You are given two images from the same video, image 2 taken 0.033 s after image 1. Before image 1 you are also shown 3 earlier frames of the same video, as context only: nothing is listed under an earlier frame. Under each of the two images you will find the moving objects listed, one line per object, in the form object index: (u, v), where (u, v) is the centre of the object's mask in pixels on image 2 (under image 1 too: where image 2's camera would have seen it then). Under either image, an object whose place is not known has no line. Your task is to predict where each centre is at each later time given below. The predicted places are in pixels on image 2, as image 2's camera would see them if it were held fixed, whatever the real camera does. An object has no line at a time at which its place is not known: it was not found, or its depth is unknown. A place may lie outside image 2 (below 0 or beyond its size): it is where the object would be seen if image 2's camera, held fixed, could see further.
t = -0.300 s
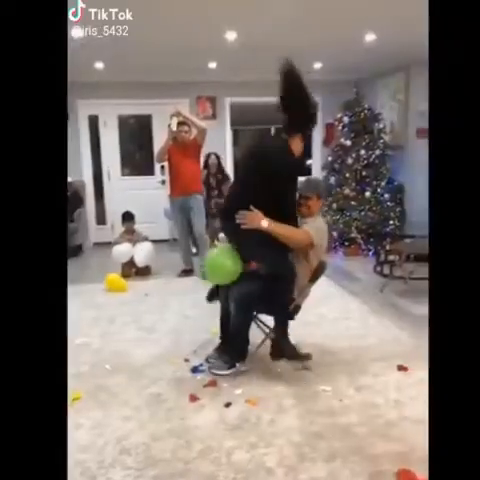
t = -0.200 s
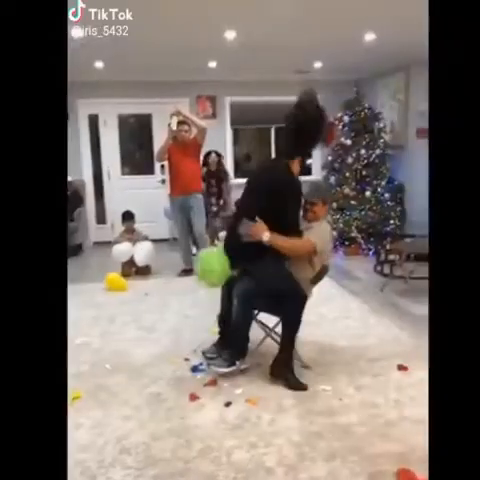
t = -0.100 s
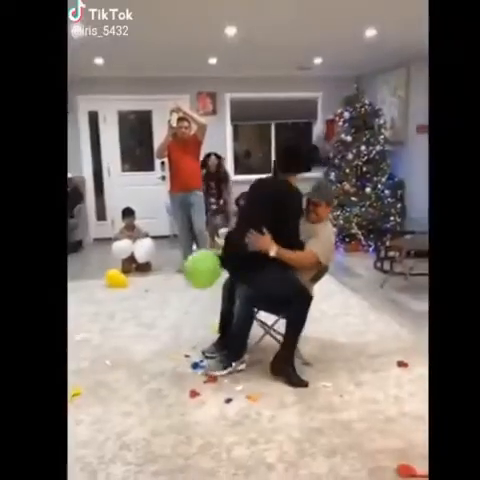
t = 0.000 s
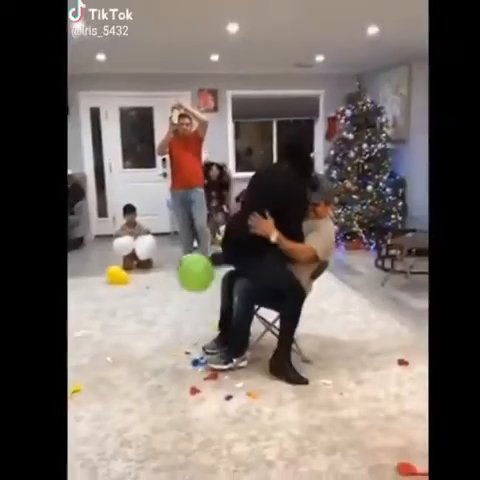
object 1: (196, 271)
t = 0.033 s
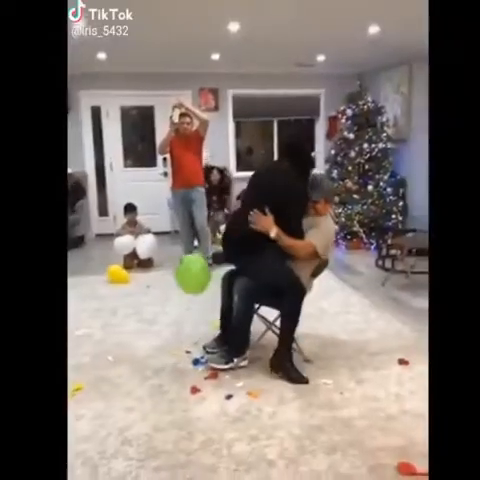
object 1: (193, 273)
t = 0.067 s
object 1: (190, 276)
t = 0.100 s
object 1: (188, 278)
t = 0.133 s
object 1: (185, 281)
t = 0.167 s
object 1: (183, 284)
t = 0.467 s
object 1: (165, 315)
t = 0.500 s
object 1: (164, 319)
